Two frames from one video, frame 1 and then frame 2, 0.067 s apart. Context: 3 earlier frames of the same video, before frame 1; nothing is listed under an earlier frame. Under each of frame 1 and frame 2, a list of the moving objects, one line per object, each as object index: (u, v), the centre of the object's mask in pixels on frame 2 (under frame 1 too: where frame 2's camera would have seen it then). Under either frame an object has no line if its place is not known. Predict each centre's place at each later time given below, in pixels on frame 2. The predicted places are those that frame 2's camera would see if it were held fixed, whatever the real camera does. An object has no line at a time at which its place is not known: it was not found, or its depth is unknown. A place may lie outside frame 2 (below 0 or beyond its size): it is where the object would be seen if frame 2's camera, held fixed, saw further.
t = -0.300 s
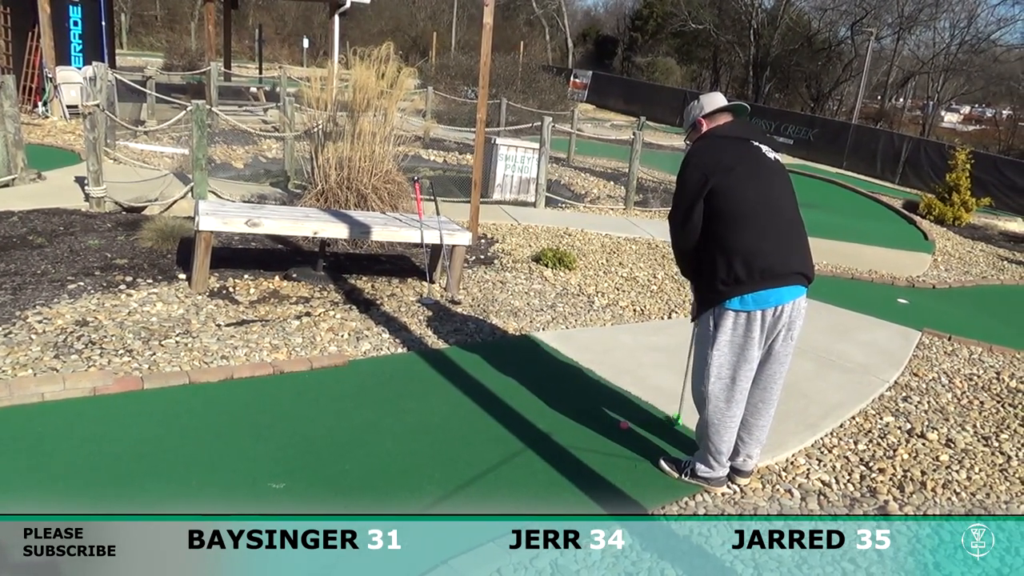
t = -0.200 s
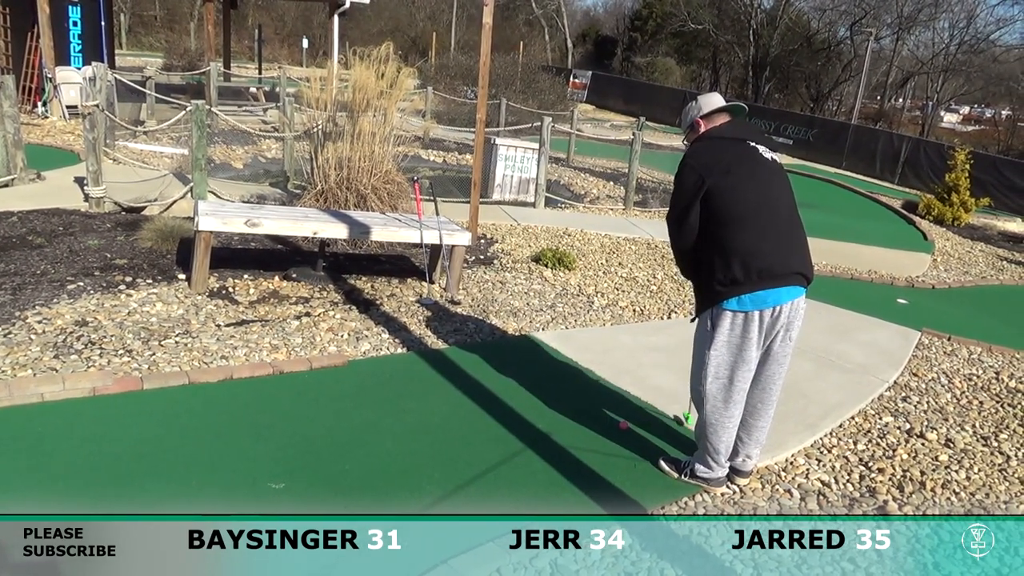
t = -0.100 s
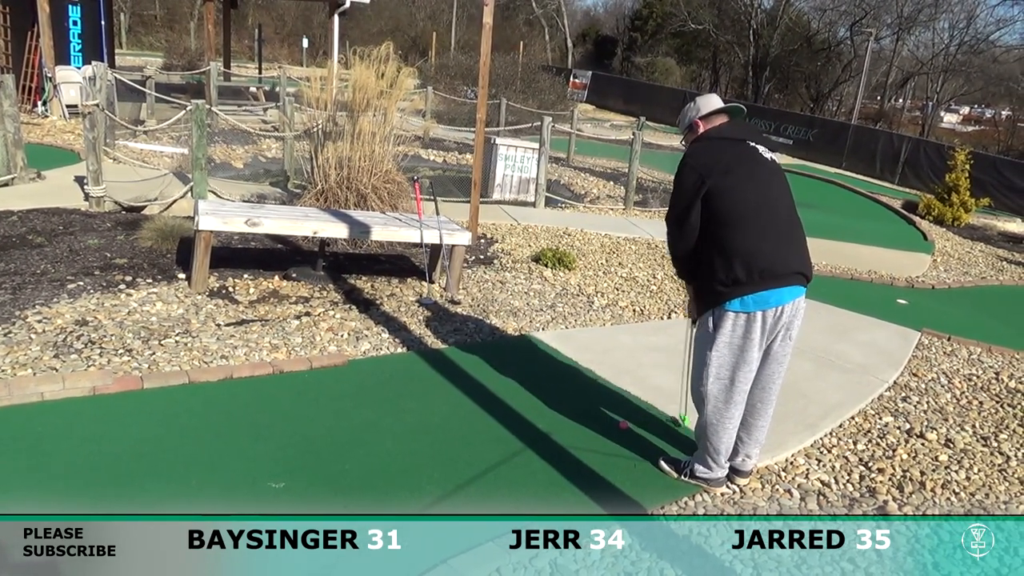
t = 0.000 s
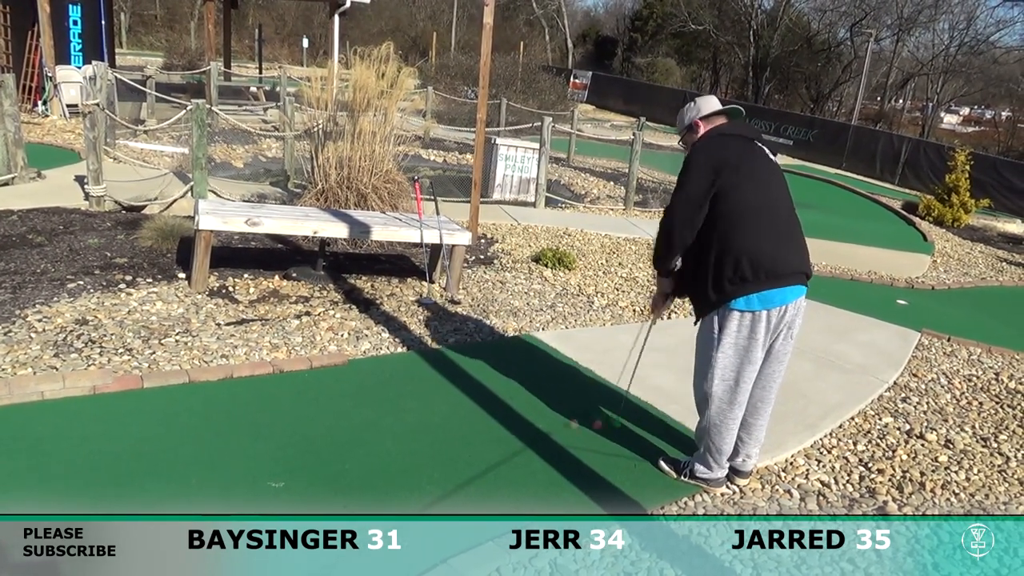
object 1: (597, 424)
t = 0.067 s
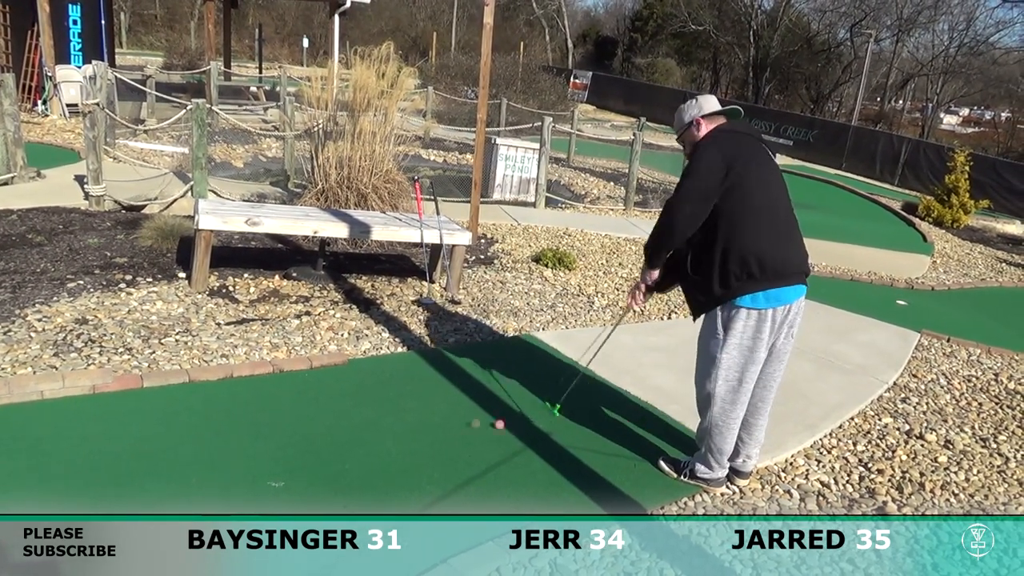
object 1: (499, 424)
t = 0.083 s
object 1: (475, 423)
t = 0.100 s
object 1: (449, 424)
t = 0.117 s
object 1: (424, 424)
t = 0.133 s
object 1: (399, 425)
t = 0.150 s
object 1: (374, 424)
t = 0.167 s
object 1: (348, 424)
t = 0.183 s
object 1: (323, 423)
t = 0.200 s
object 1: (299, 423)
